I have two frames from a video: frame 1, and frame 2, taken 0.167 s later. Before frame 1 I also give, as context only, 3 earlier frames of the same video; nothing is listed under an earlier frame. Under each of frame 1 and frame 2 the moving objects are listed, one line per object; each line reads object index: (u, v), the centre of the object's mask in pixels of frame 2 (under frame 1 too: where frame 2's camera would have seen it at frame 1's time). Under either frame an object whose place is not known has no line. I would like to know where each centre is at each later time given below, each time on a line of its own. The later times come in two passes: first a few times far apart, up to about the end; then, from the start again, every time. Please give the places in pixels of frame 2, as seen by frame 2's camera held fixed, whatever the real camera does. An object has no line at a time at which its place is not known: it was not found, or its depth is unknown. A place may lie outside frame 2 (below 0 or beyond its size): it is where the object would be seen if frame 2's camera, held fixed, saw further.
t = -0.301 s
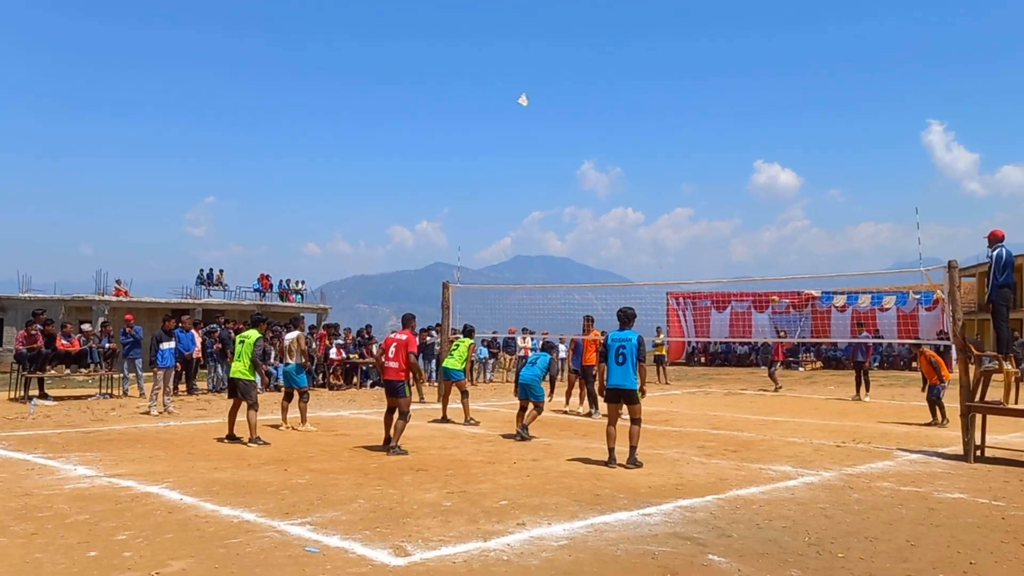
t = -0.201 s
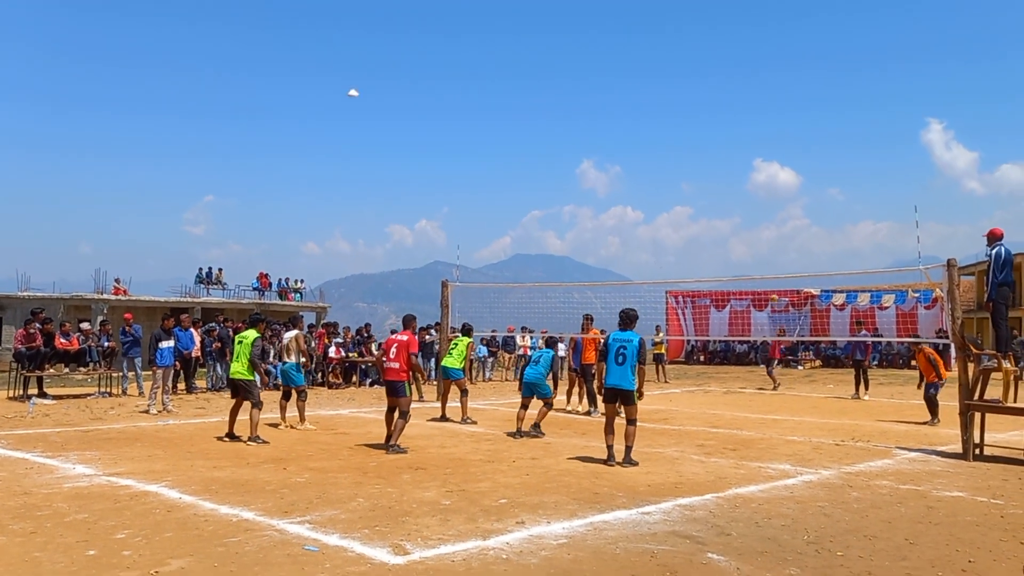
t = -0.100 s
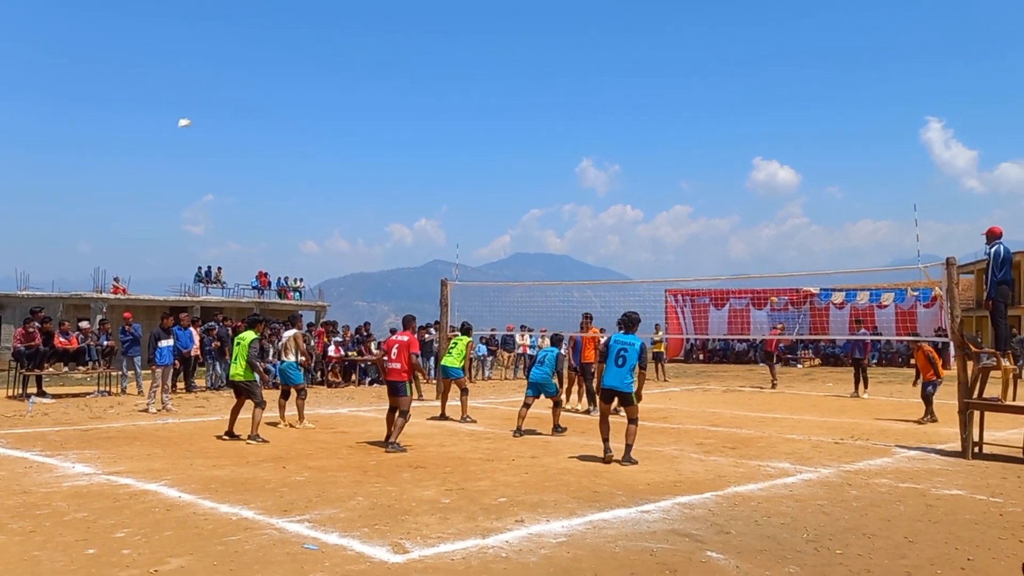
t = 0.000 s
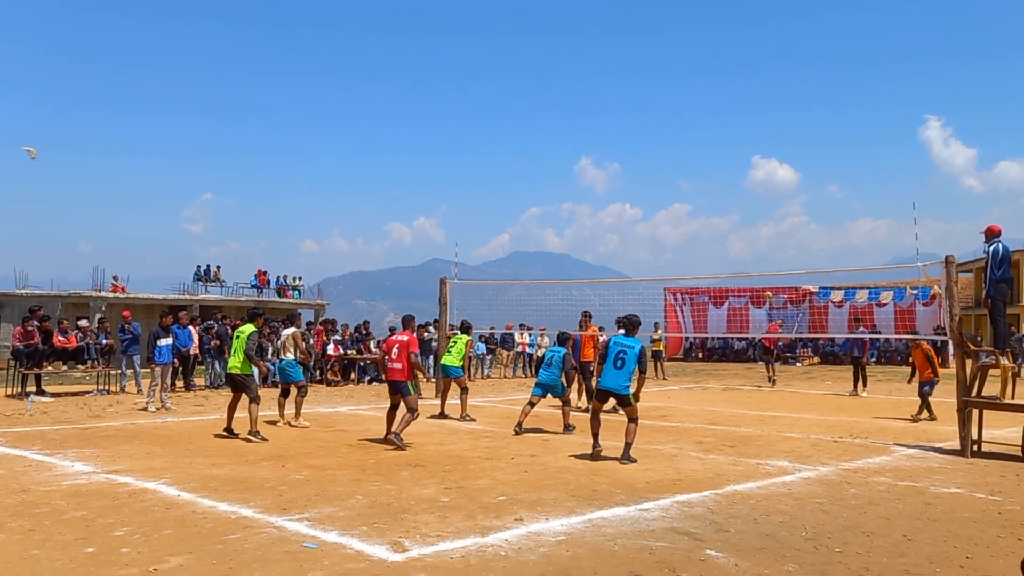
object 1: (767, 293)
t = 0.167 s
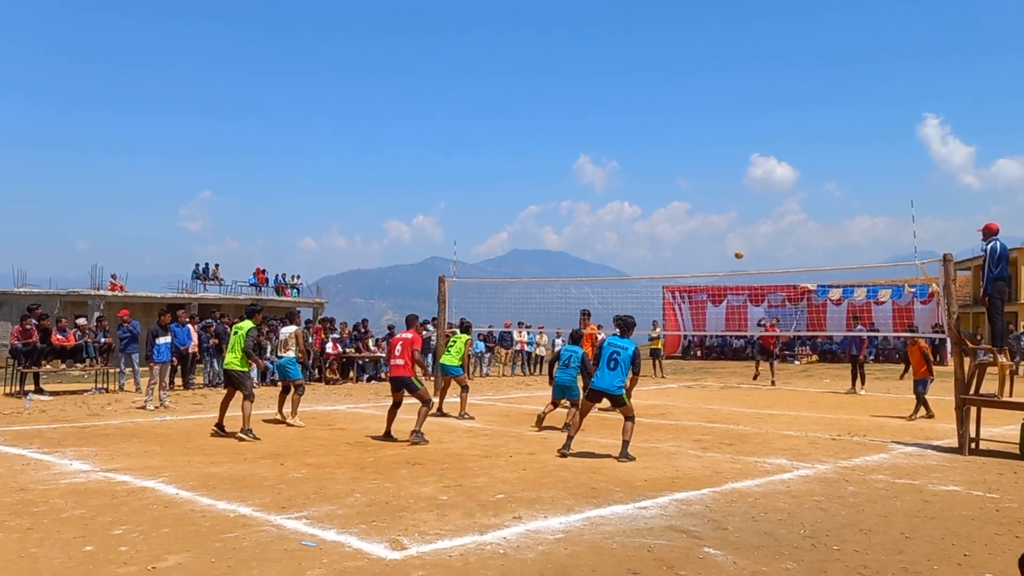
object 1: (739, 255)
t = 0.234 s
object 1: (727, 241)
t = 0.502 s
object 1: (672, 202)
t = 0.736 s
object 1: (613, 192)
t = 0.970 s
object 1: (540, 213)
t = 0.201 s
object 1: (733, 247)
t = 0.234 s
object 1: (727, 241)
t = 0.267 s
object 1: (721, 235)
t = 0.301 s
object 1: (715, 229)
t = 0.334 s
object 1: (708, 223)
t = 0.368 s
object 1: (701, 218)
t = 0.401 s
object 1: (694, 213)
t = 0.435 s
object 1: (687, 209)
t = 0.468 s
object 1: (679, 205)
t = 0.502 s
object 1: (672, 202)
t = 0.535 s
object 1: (664, 199)
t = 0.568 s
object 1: (656, 196)
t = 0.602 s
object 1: (648, 194)
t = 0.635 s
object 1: (639, 193)
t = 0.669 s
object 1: (631, 192)
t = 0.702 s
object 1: (622, 191)
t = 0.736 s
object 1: (613, 192)
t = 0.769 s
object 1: (604, 193)
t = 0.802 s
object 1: (594, 194)
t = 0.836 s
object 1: (584, 196)
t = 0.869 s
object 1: (574, 199)
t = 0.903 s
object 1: (563, 203)
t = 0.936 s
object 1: (552, 208)
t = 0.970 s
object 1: (540, 213)
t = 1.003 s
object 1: (528, 220)
